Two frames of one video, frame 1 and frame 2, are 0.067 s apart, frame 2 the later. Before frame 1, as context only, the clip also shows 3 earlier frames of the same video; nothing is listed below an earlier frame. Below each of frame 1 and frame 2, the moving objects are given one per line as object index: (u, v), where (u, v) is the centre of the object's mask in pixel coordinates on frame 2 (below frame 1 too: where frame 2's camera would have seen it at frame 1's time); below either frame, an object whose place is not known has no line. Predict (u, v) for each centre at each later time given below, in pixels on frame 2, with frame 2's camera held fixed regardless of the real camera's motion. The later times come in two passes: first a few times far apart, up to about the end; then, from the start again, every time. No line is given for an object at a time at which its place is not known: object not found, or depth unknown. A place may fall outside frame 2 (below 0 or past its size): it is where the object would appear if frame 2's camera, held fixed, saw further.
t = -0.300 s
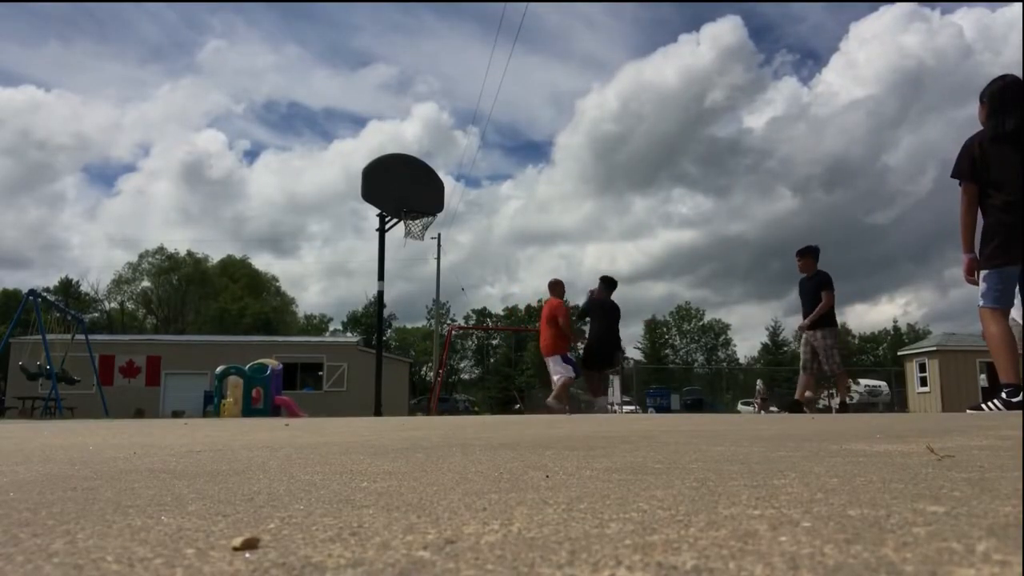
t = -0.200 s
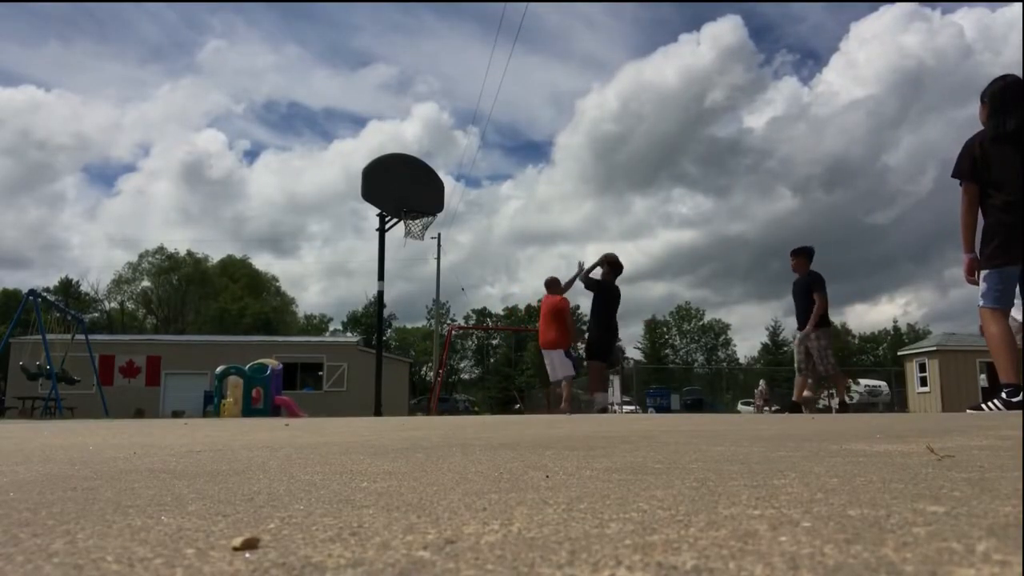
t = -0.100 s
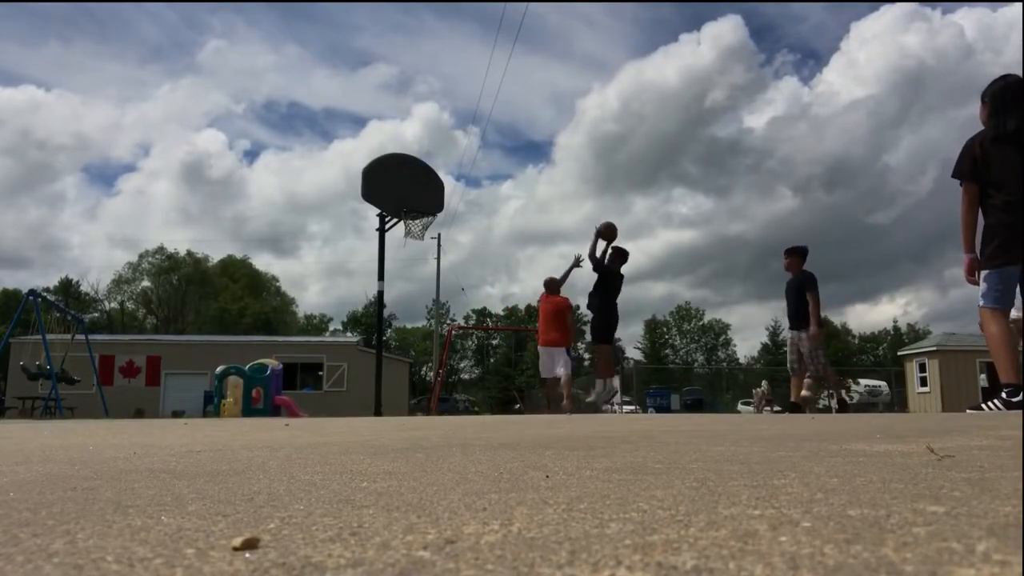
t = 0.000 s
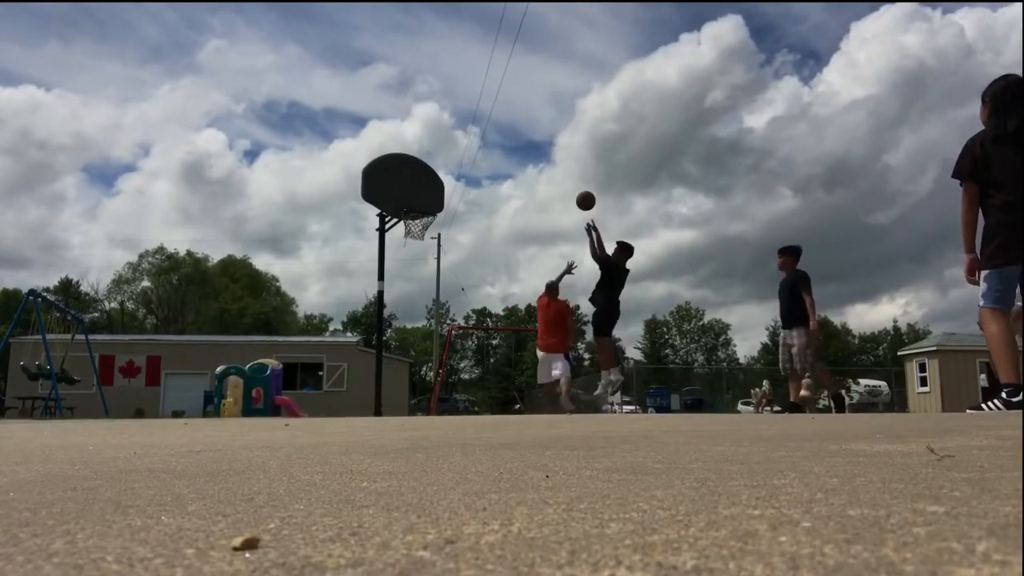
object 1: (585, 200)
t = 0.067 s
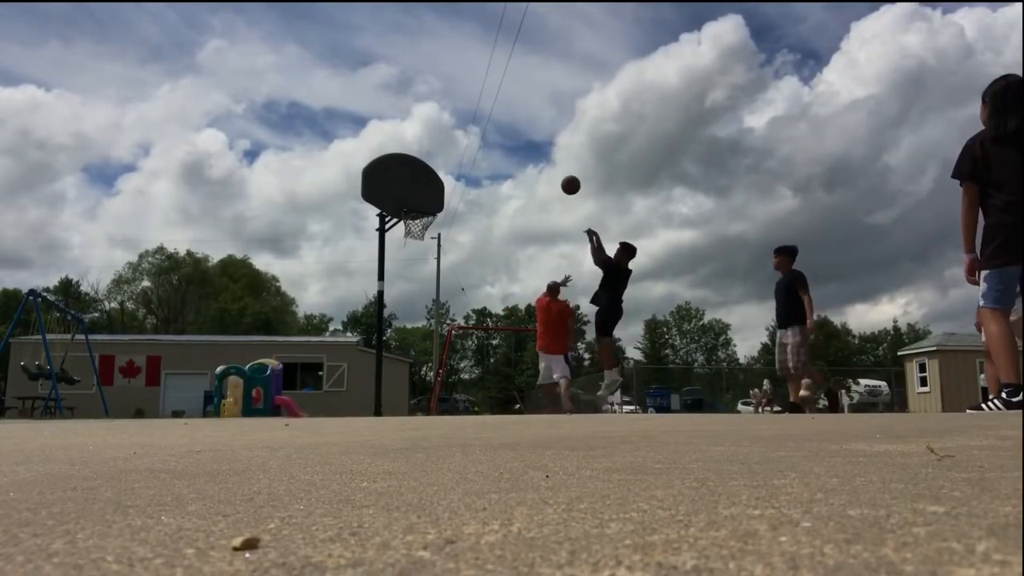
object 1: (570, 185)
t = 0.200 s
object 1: (542, 164)
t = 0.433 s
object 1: (493, 163)
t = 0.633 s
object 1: (454, 193)
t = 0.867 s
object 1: (462, 196)
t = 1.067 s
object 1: (488, 207)
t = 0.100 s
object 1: (563, 178)
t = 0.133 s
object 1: (556, 173)
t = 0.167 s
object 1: (549, 168)
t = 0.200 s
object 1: (542, 164)
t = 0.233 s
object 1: (534, 162)
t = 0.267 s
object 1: (528, 160)
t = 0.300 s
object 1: (521, 159)
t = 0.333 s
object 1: (514, 159)
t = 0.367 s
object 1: (507, 159)
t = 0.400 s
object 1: (500, 161)
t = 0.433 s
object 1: (493, 163)
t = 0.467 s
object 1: (487, 166)
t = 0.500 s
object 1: (480, 170)
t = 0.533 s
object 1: (473, 174)
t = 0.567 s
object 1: (467, 180)
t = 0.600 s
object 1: (460, 186)
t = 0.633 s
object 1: (454, 193)
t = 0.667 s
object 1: (447, 201)
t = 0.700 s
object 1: (442, 208)
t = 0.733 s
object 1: (446, 205)
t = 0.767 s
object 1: (449, 202)
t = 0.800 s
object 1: (454, 199)
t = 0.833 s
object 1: (458, 197)
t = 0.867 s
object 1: (462, 196)
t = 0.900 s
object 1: (466, 196)
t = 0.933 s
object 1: (471, 197)
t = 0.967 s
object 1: (475, 198)
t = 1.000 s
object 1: (479, 200)
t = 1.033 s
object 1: (483, 203)
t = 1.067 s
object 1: (488, 207)
